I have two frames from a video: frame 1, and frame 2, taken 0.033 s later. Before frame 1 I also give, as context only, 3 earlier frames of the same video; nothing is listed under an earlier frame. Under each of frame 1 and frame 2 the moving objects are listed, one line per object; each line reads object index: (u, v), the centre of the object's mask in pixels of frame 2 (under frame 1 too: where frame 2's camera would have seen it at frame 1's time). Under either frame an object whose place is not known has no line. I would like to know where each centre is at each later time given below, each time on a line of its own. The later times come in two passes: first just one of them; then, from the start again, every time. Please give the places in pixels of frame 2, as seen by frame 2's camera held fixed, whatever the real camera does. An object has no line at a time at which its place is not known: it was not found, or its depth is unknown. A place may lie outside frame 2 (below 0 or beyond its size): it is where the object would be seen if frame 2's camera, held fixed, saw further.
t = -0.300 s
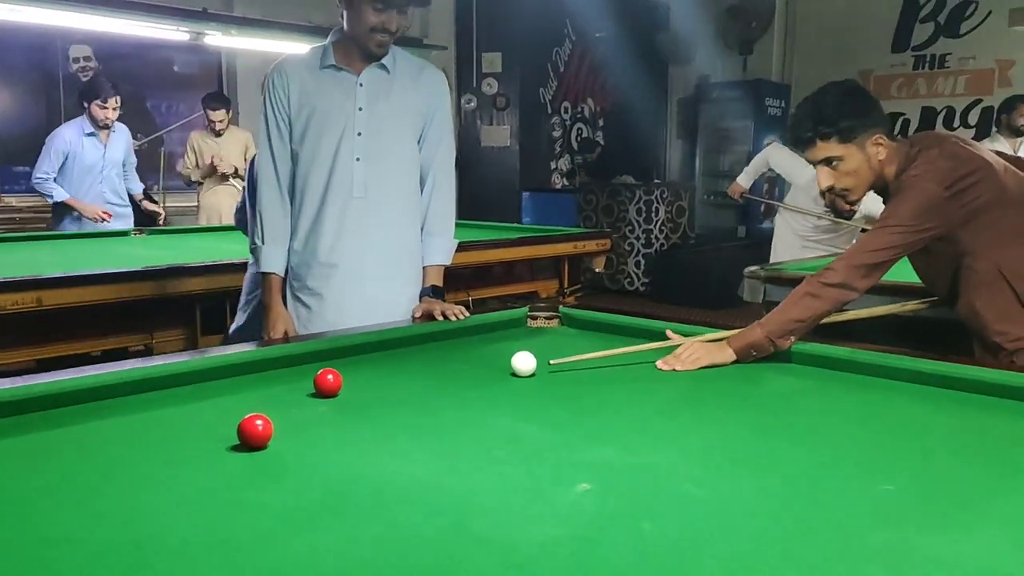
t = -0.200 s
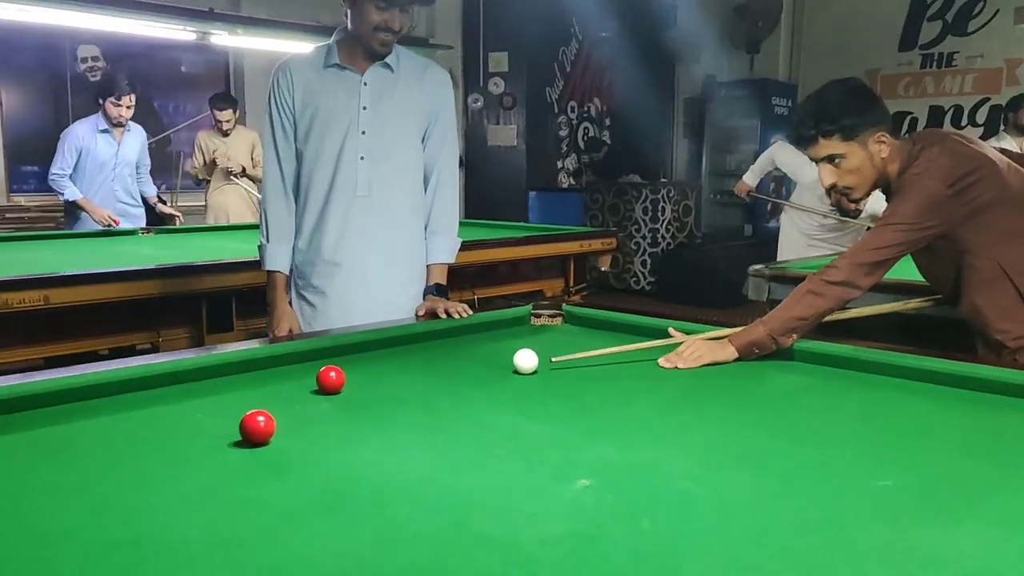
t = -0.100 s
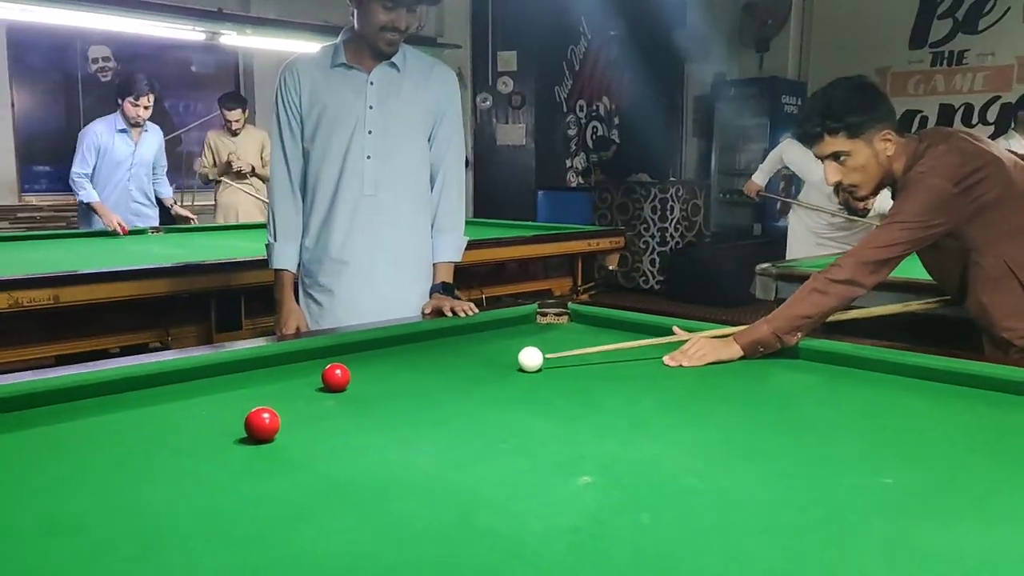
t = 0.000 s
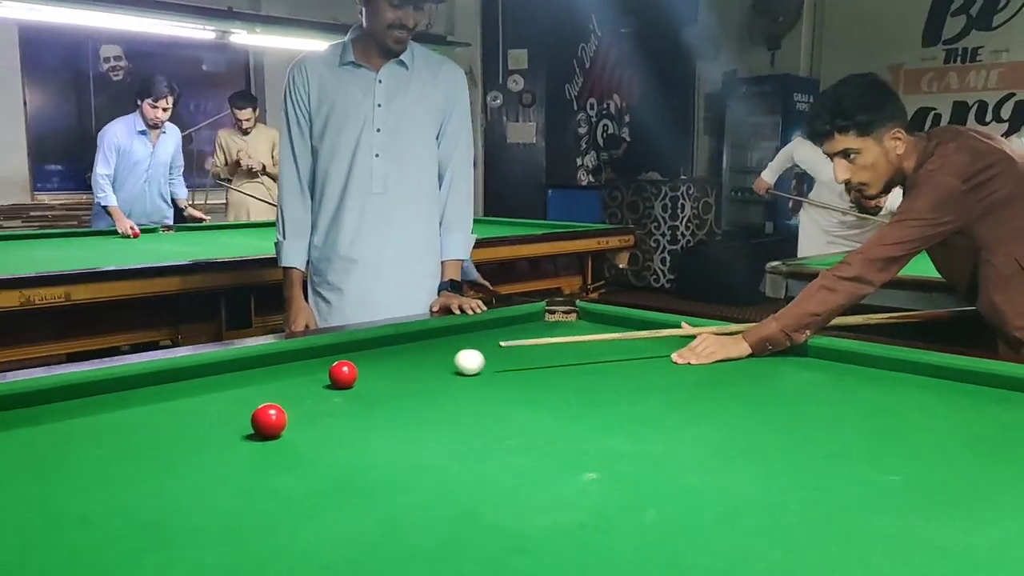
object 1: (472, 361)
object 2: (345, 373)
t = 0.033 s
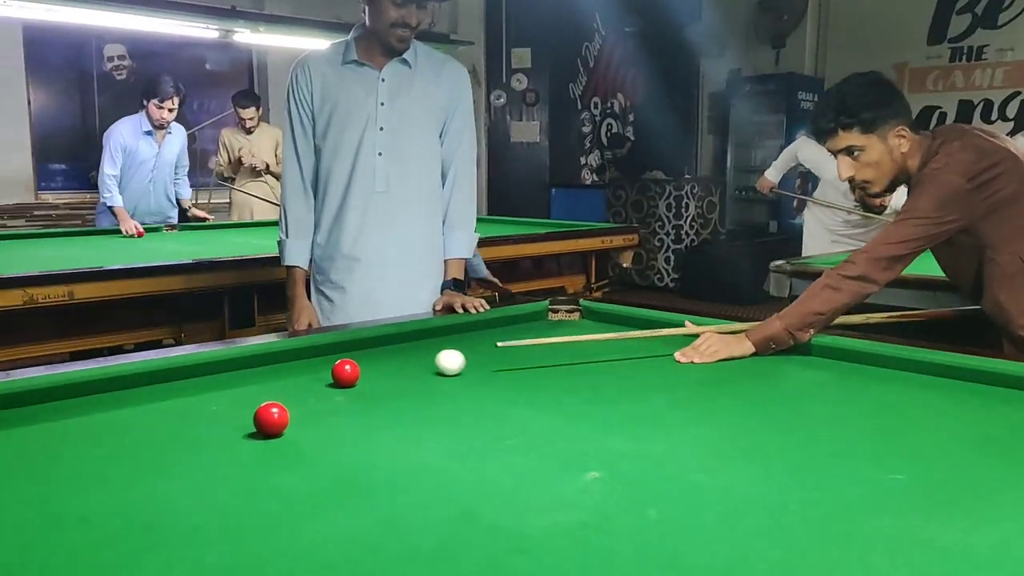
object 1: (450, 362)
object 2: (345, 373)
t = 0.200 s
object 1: (362, 367)
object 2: (327, 376)
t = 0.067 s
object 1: (429, 364)
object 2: (345, 373)
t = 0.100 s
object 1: (407, 365)
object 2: (346, 373)
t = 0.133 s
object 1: (386, 367)
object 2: (346, 373)
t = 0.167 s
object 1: (368, 367)
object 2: (342, 373)
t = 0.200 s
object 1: (362, 367)
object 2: (327, 376)
